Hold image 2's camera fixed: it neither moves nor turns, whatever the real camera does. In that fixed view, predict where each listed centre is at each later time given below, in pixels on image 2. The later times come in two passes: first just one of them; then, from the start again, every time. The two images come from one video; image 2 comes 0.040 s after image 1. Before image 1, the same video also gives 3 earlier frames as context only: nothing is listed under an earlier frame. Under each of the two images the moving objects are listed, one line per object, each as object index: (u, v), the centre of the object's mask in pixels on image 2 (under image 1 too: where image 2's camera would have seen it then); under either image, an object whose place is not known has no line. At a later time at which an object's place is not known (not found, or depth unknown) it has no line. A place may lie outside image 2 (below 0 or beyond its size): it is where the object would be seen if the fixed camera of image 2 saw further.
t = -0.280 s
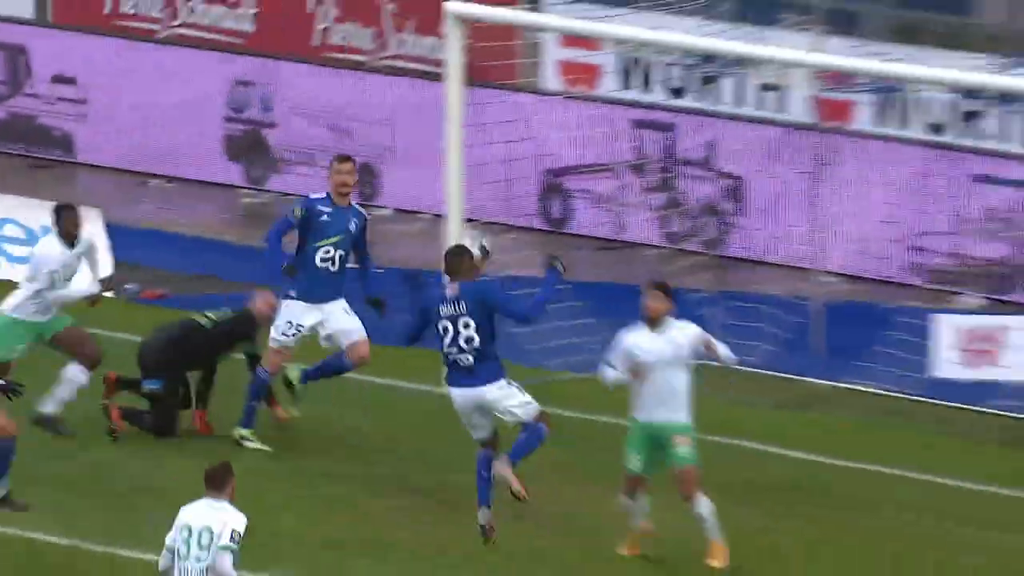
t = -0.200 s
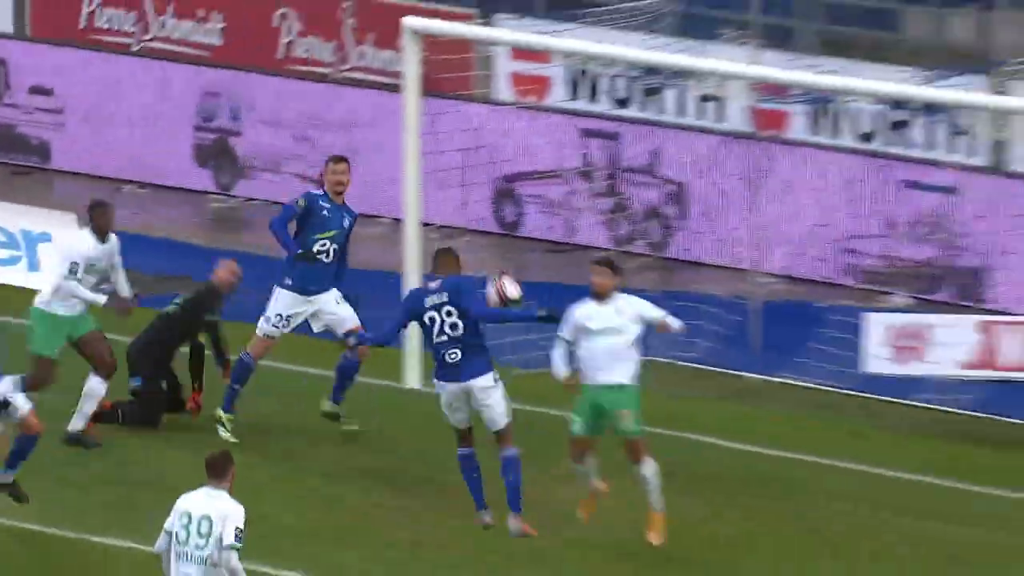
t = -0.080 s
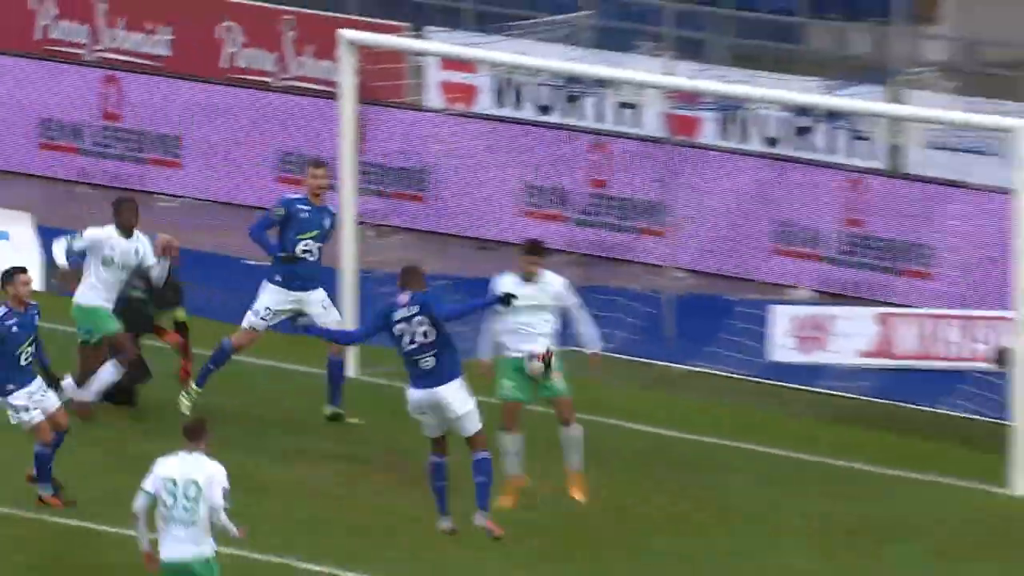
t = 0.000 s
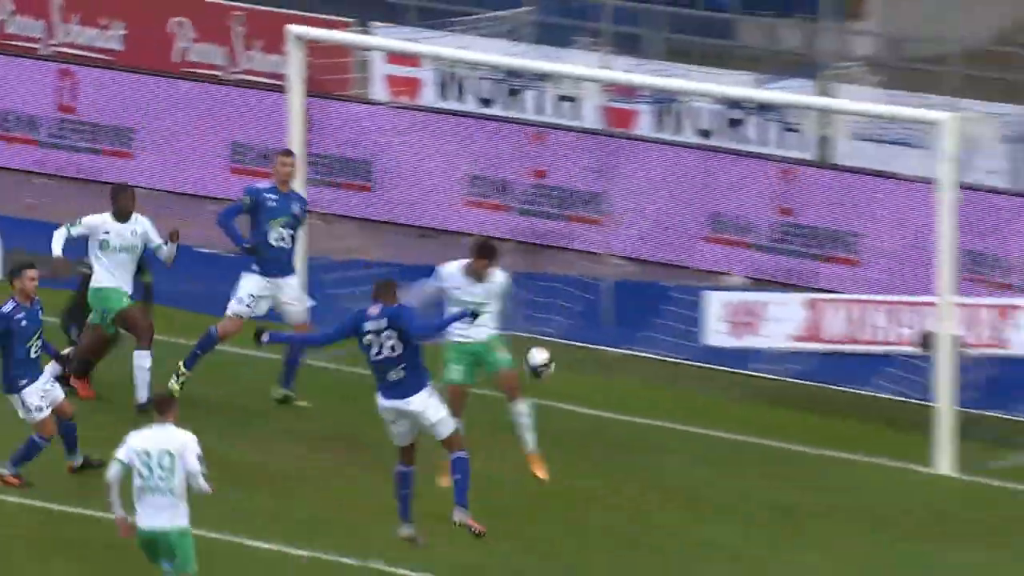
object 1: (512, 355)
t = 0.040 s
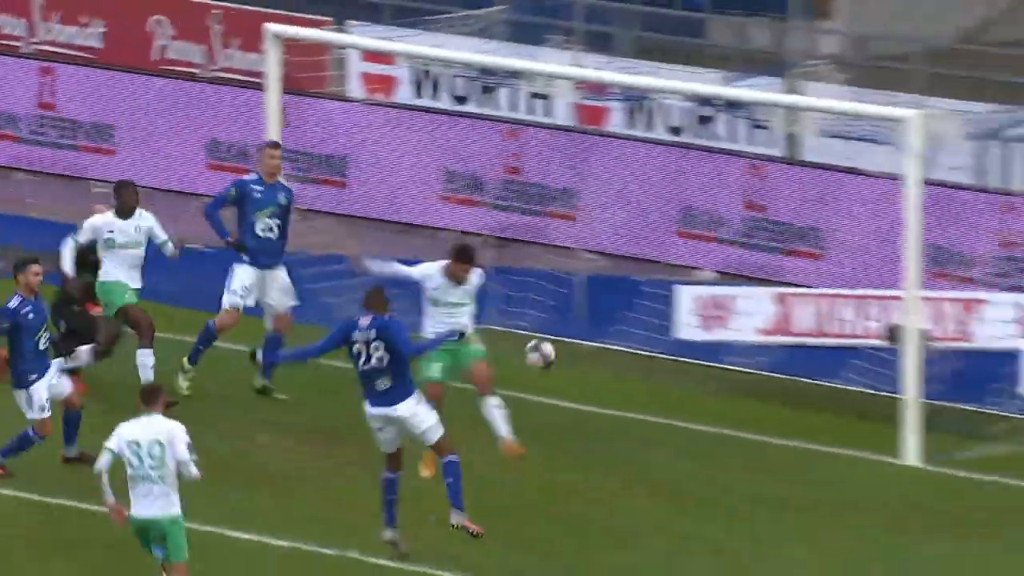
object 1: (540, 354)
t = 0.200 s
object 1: (645, 372)
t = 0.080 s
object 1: (564, 355)
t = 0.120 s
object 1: (592, 359)
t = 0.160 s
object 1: (618, 365)
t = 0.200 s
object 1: (645, 372)
